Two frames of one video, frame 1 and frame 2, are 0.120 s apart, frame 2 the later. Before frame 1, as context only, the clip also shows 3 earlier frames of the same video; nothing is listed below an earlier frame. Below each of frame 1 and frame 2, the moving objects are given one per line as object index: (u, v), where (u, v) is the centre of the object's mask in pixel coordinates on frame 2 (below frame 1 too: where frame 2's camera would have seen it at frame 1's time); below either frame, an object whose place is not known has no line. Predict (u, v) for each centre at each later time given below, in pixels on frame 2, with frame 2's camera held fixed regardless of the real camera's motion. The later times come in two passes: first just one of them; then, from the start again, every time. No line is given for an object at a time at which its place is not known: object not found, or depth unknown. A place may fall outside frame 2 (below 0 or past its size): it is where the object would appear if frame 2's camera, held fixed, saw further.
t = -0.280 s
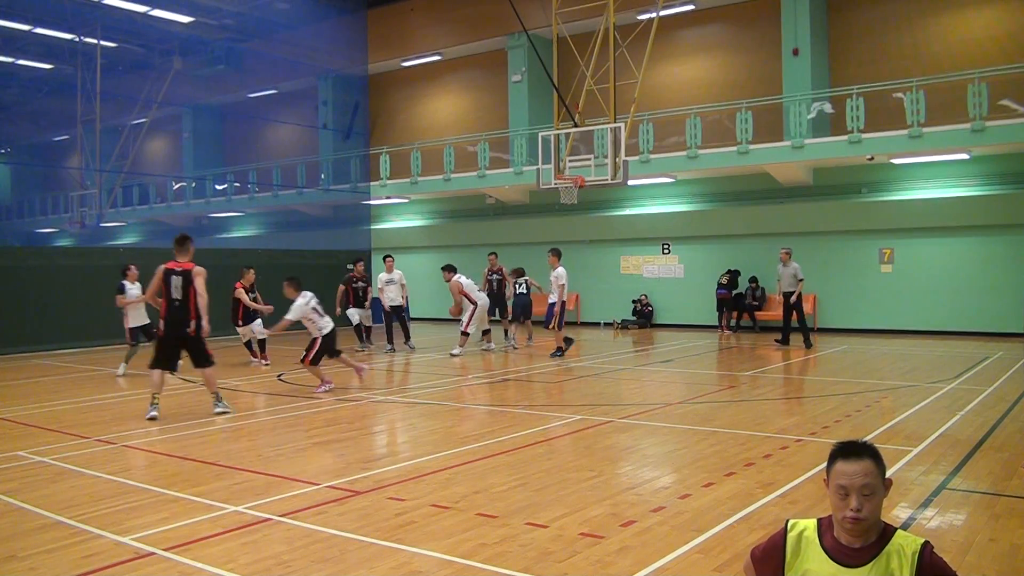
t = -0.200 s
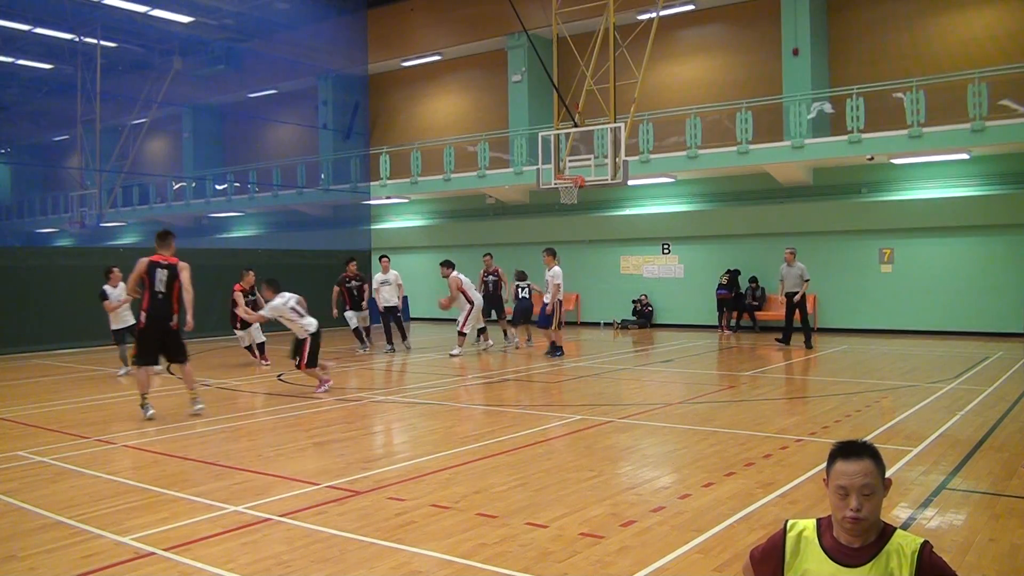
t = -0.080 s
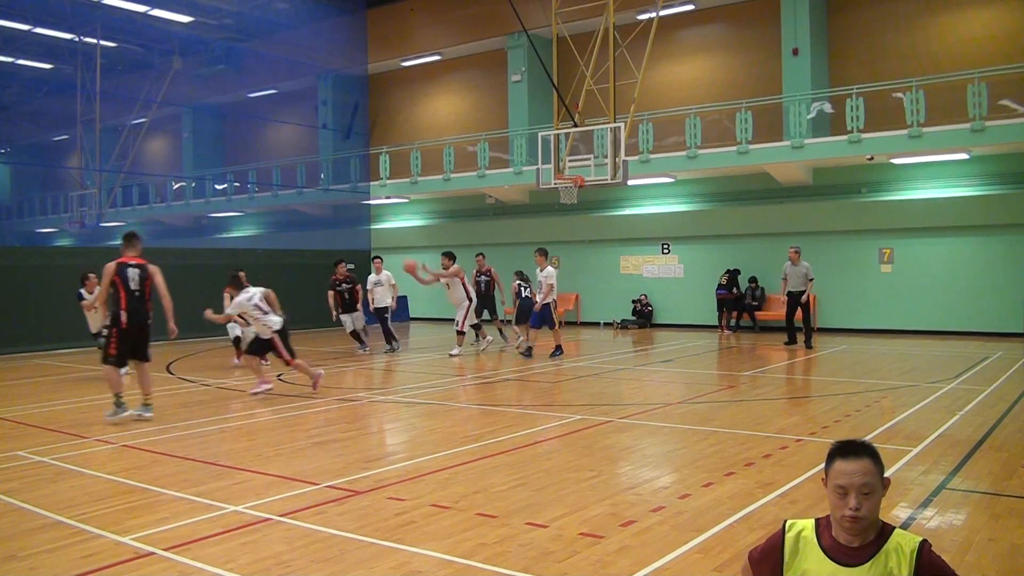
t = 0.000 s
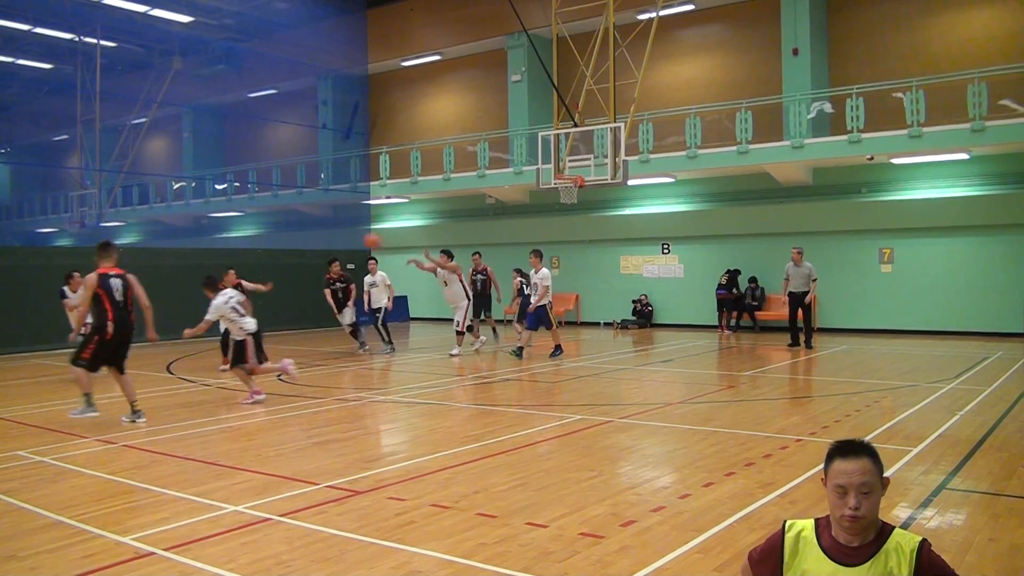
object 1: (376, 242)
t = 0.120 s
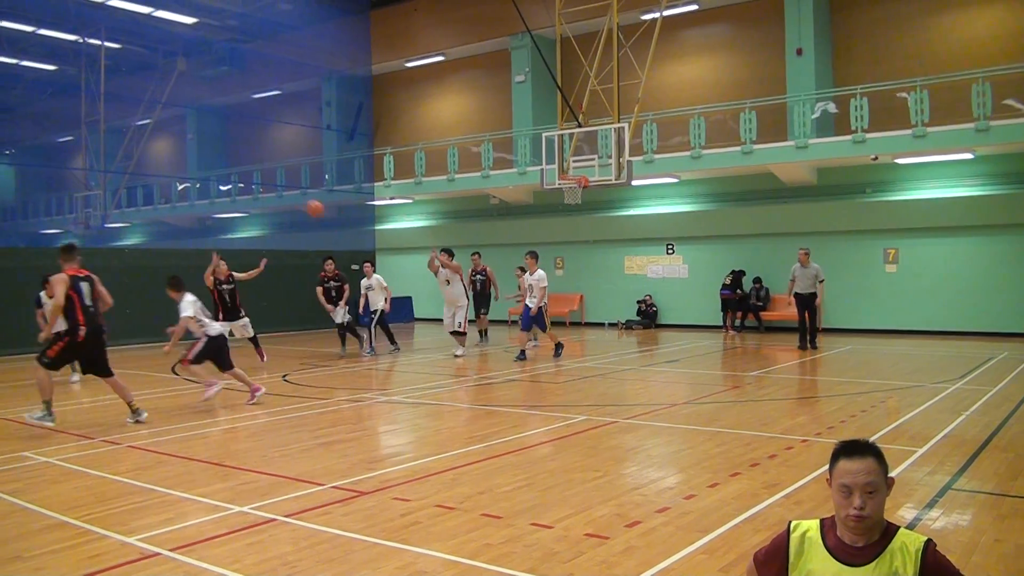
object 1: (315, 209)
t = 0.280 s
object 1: (223, 171)
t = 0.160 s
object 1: (293, 199)
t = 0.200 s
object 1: (270, 188)
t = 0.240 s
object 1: (246, 179)
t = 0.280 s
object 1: (223, 171)
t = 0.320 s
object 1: (199, 164)
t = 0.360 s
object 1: (174, 158)
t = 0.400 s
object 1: (148, 152)
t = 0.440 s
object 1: (122, 147)
